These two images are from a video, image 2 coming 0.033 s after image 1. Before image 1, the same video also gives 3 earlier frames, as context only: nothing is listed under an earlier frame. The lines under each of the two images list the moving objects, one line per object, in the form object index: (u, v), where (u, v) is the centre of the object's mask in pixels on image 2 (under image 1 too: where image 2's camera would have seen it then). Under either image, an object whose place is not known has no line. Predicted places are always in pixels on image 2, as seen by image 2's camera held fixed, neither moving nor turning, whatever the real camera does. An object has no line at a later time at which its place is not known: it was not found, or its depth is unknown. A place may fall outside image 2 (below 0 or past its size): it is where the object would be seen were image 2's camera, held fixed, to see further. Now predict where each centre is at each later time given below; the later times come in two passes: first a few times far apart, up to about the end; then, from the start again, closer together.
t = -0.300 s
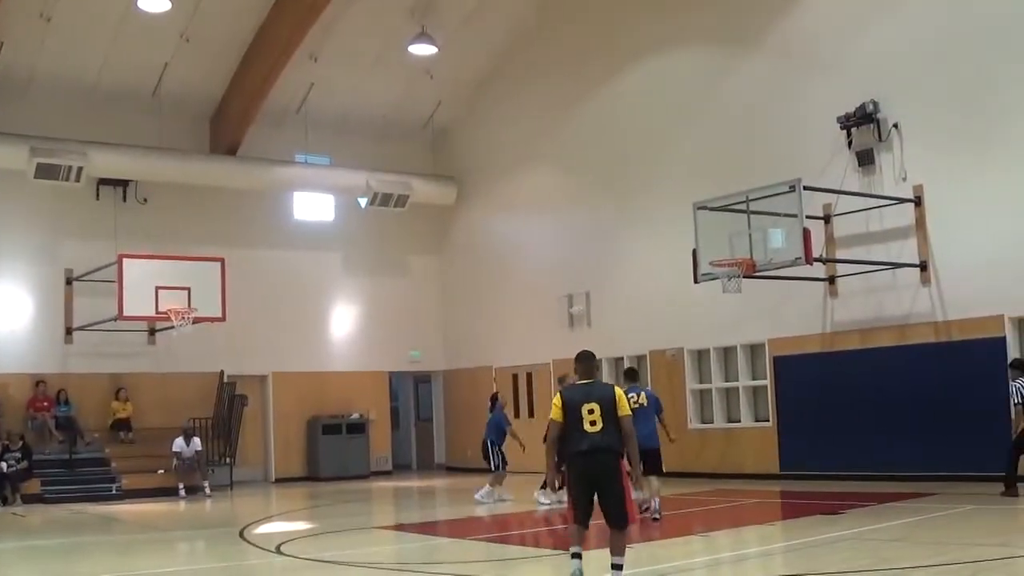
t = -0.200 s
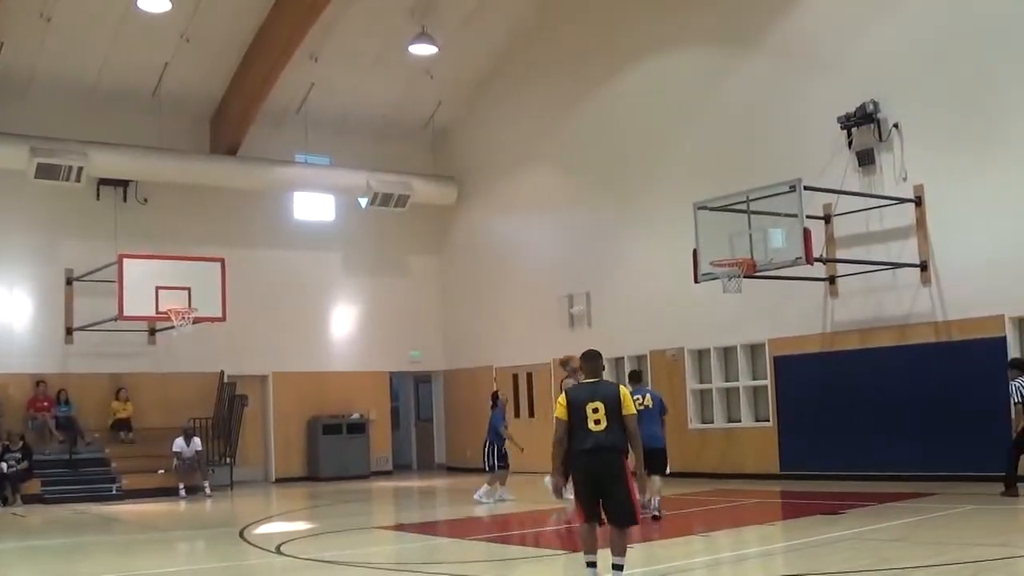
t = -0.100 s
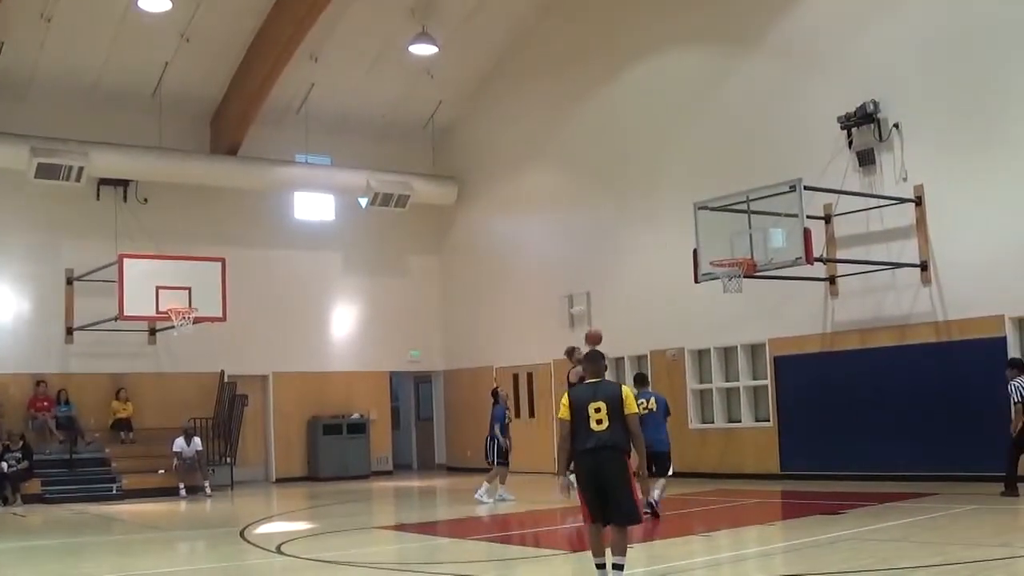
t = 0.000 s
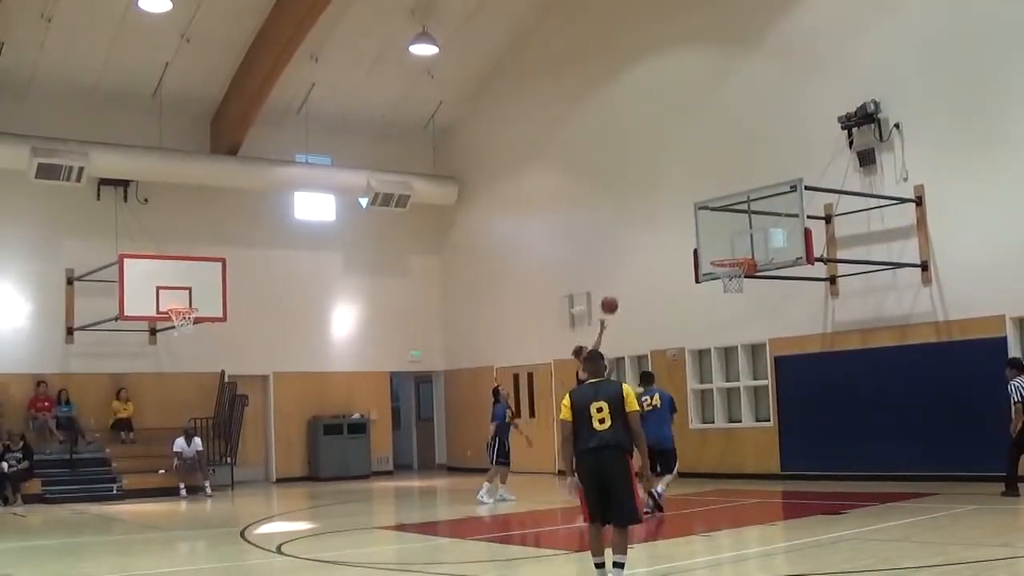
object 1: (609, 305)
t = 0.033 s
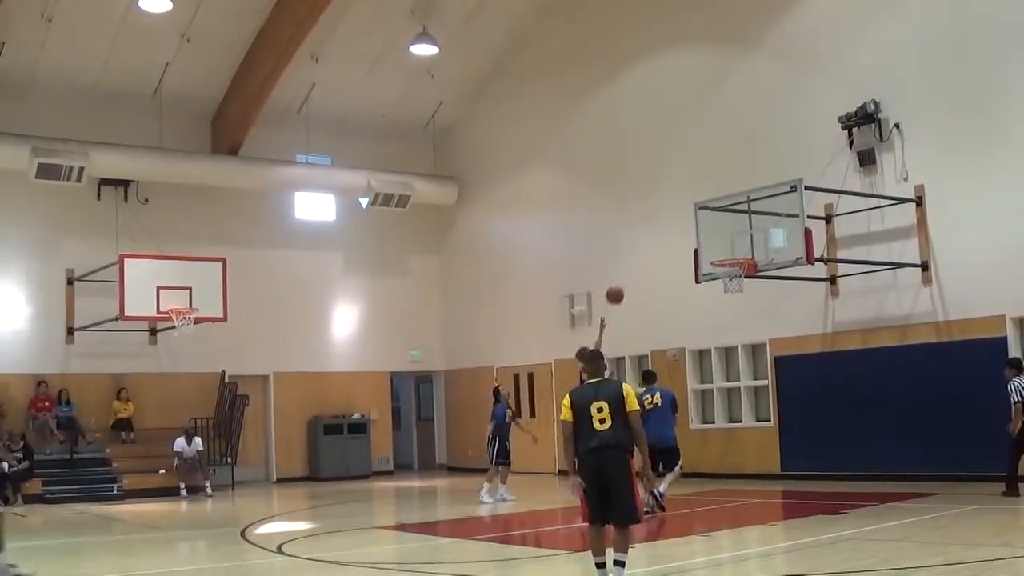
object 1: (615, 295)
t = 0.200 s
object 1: (644, 257)
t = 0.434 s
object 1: (689, 237)
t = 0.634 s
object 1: (730, 251)
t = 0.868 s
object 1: (731, 249)
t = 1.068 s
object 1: (718, 252)
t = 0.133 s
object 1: (632, 270)
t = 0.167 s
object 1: (638, 262)
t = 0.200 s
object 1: (644, 257)
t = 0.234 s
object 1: (650, 251)
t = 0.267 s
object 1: (657, 247)
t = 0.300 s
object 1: (663, 243)
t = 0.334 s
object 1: (669, 240)
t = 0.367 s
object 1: (675, 238)
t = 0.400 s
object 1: (682, 237)
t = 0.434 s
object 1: (689, 237)
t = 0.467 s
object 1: (695, 238)
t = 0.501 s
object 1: (702, 239)
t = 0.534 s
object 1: (709, 241)
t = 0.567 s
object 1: (716, 244)
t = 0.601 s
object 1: (723, 248)
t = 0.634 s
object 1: (730, 251)
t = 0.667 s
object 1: (732, 251)
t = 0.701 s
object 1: (734, 251)
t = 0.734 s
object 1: (736, 251)
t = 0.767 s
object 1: (738, 252)
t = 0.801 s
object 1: (737, 251)
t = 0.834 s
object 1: (734, 250)
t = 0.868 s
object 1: (731, 249)
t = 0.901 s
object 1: (729, 249)
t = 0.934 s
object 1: (726, 249)
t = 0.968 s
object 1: (723, 250)
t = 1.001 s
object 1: (721, 252)
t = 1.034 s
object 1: (719, 253)
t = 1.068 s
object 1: (718, 252)
